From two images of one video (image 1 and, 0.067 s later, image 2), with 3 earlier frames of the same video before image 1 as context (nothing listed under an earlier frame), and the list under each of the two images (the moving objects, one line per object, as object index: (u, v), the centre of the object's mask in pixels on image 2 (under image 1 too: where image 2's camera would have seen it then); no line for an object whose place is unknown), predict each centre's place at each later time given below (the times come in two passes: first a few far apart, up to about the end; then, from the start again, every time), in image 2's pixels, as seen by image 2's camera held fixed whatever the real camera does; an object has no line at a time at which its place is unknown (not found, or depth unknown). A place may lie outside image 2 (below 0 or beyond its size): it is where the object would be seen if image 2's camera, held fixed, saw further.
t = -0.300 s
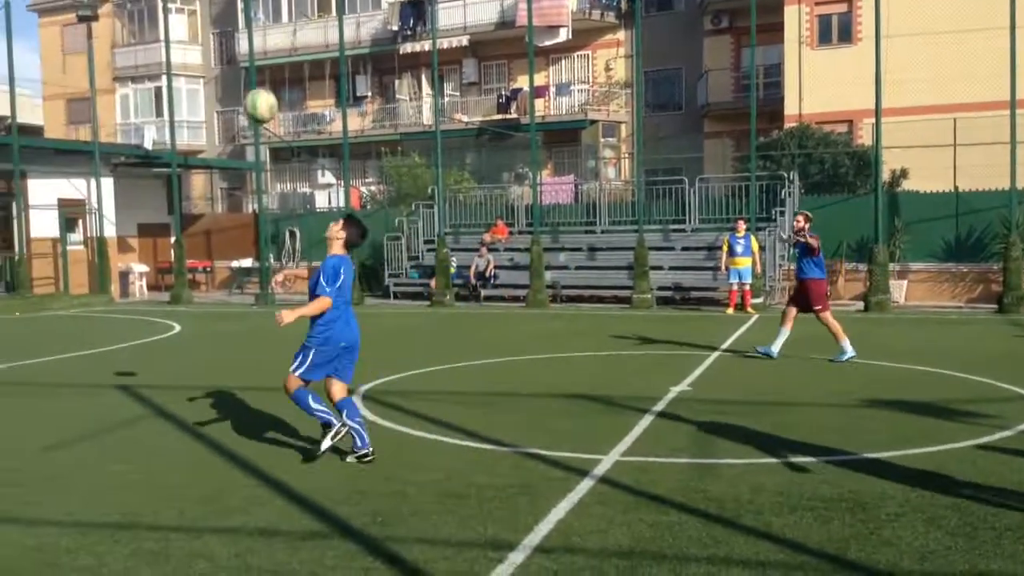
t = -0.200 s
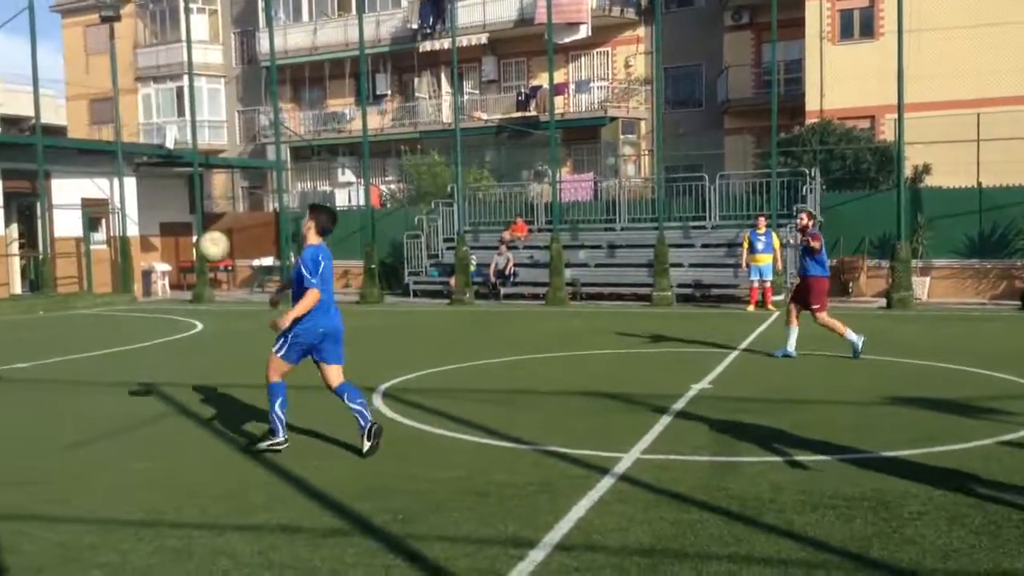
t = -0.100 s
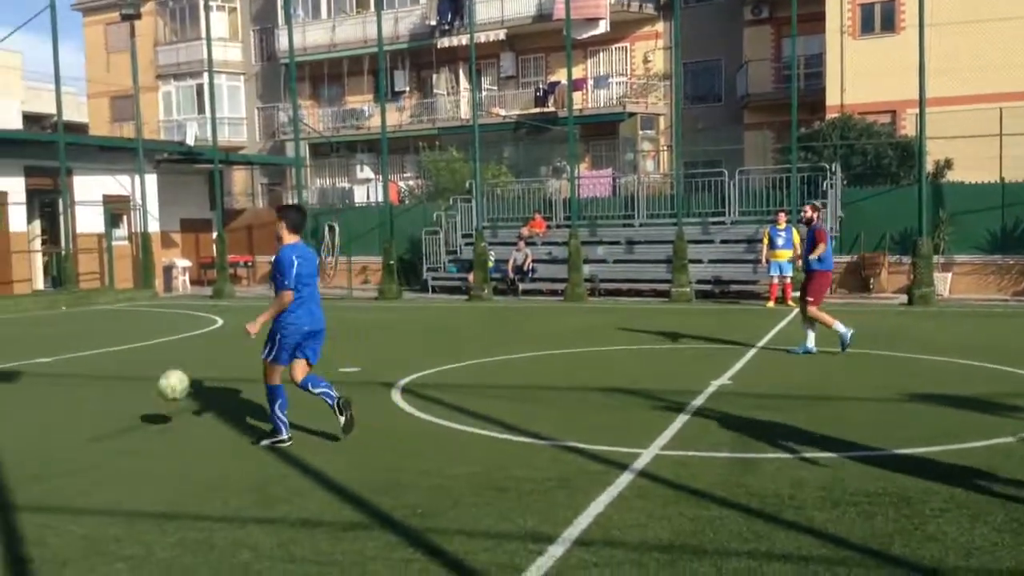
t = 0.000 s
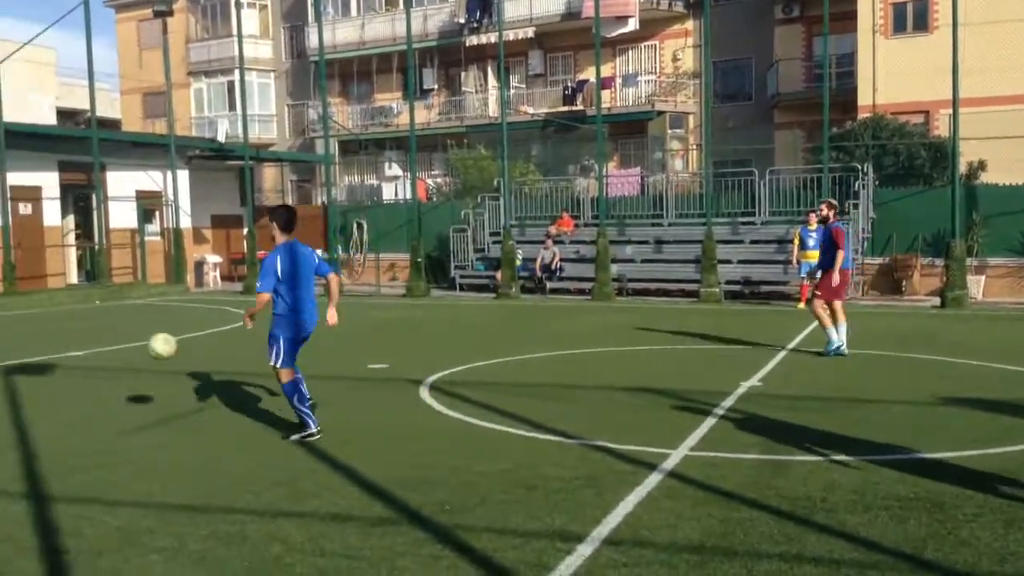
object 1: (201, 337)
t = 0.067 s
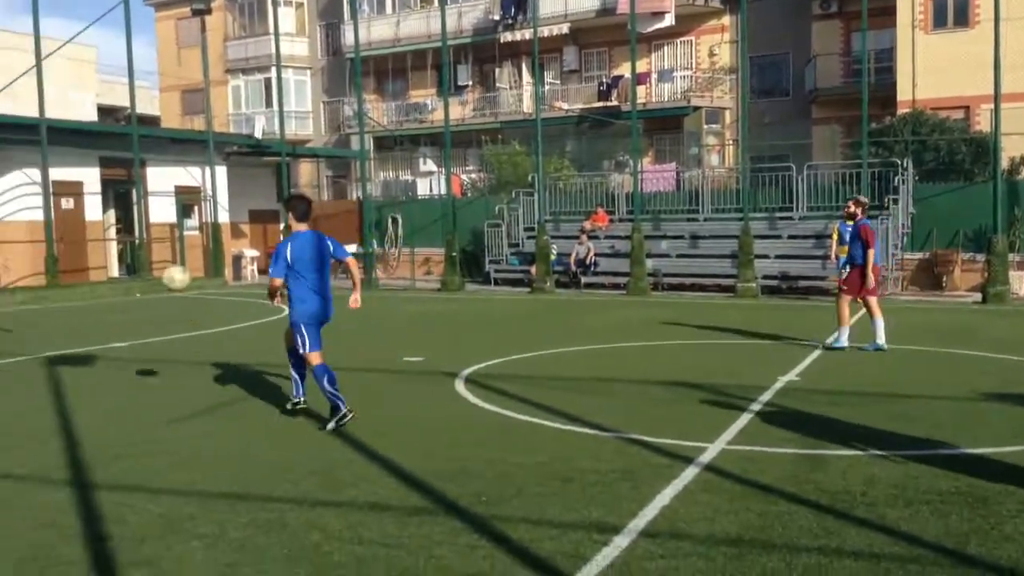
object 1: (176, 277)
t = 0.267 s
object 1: (106, 132)
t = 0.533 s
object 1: (25, 28)
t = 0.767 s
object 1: (-37, 9)
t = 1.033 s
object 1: (-98, 61)
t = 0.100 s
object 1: (164, 249)
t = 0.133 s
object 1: (152, 223)
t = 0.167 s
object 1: (140, 197)
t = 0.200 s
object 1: (129, 173)
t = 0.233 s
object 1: (117, 153)
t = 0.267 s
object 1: (106, 132)
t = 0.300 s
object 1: (95, 113)
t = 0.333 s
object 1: (86, 97)
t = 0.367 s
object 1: (74, 82)
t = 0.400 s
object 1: (64, 69)
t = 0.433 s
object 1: (53, 56)
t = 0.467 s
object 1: (44, 45)
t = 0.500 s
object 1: (34, 36)
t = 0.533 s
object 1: (25, 28)
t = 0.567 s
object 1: (16, 20)
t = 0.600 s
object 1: (6, 16)
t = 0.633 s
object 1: (-3, 13)
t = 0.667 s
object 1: (-11, 9)
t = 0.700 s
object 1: (-20, 8)
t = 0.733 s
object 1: (-30, 8)
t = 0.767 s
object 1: (-37, 9)
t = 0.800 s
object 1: (-45, 12)
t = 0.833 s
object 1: (-53, 15)
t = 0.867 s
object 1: (-61, 20)
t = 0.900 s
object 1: (-69, 25)
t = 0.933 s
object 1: (-78, 31)
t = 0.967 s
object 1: (-84, 40)
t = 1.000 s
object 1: (-92, 50)
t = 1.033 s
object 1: (-98, 61)
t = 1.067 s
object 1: (-105, 73)
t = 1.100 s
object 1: (-112, 85)
